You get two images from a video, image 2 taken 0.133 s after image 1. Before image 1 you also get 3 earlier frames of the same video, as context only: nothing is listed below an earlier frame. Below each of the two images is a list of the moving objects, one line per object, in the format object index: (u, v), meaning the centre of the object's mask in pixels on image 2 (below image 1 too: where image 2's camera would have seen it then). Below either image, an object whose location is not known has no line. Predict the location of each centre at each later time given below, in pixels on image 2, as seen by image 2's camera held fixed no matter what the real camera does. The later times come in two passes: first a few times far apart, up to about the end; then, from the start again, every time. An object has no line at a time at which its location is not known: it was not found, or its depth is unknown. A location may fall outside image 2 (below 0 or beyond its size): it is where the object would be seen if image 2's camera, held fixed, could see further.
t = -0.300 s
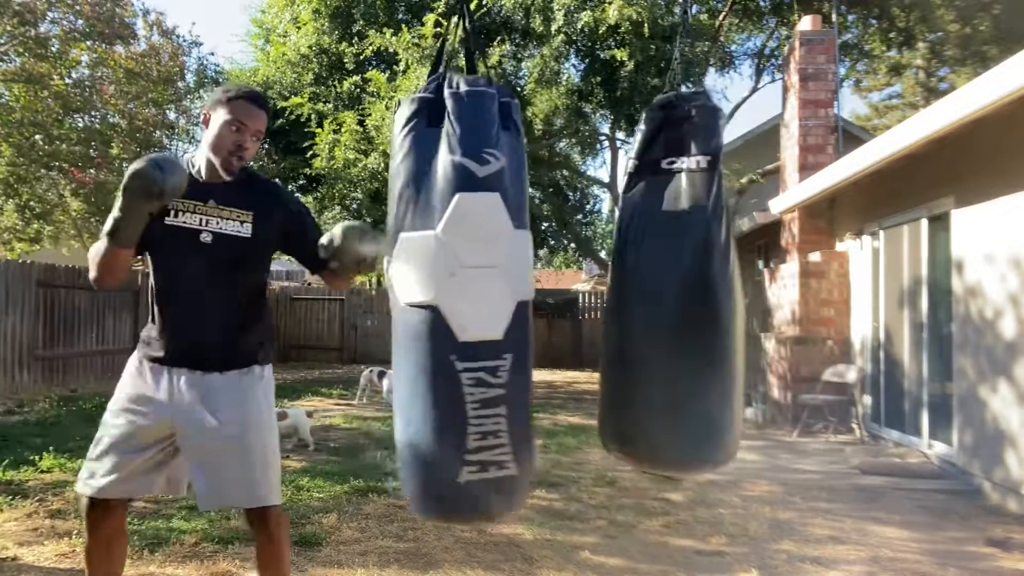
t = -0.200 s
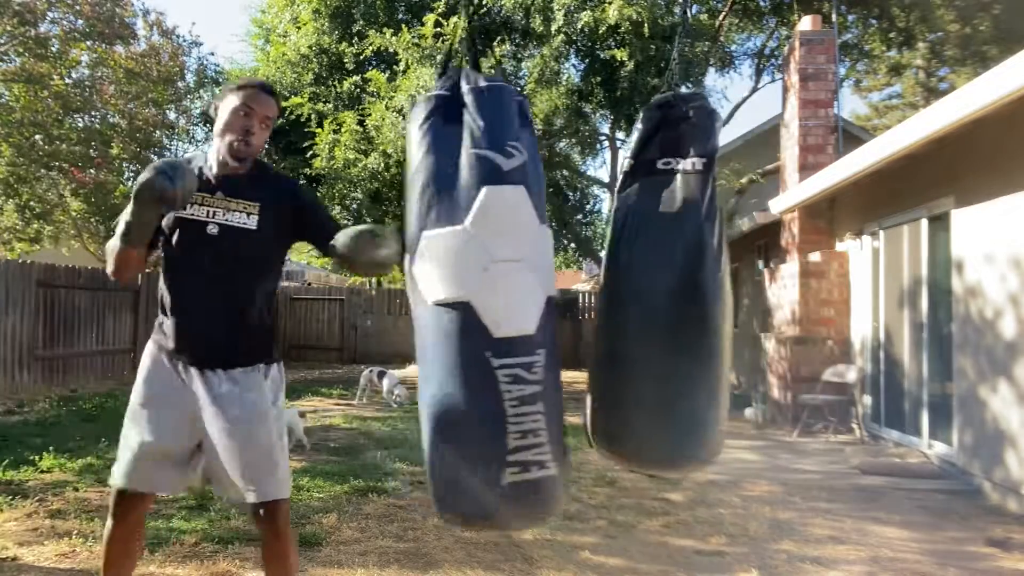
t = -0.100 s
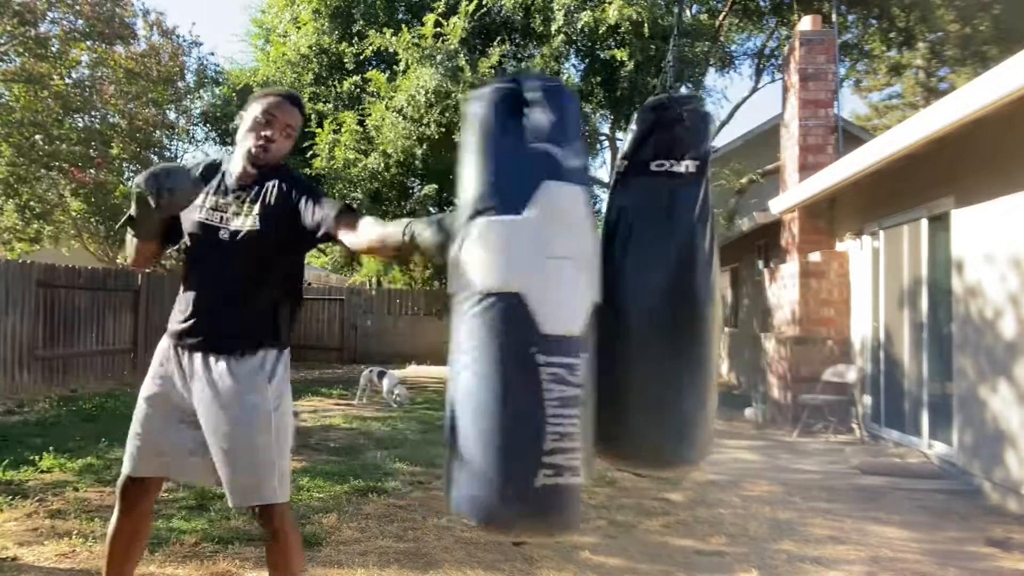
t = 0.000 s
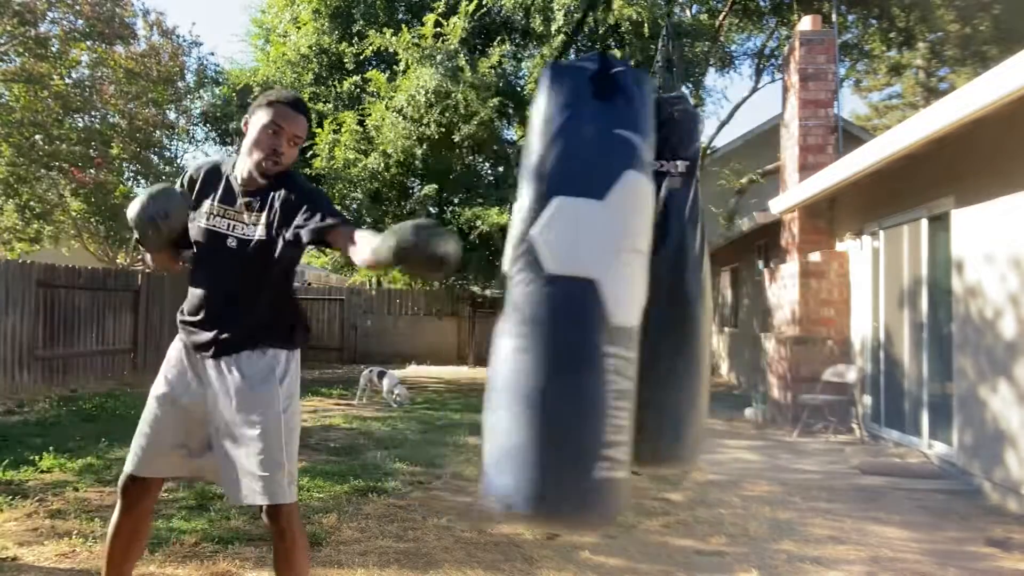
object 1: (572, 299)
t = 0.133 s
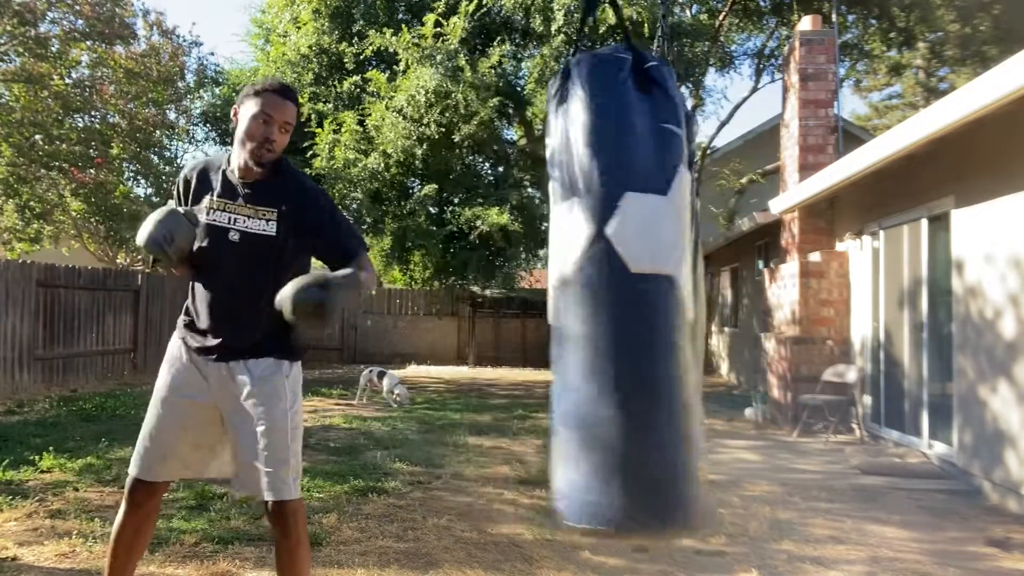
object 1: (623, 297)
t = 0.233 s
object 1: (647, 296)
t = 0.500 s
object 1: (709, 294)
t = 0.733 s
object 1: (693, 292)
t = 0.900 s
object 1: (652, 295)
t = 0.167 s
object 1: (631, 301)
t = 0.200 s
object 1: (637, 302)
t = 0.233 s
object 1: (647, 296)
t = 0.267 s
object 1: (651, 300)
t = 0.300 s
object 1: (664, 289)
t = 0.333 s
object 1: (665, 296)
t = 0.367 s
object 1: (681, 289)
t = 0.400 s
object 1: (677, 303)
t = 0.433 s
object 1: (696, 295)
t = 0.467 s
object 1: (704, 296)
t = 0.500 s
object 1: (709, 294)
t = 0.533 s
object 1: (712, 291)
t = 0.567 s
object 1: (713, 287)
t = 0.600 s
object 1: (712, 286)
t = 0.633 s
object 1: (710, 286)
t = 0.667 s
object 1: (706, 287)
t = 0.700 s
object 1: (700, 289)
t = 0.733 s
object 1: (693, 292)
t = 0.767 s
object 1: (686, 294)
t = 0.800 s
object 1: (676, 294)
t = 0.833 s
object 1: (667, 295)
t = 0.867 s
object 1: (658, 294)
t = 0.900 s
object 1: (652, 295)
